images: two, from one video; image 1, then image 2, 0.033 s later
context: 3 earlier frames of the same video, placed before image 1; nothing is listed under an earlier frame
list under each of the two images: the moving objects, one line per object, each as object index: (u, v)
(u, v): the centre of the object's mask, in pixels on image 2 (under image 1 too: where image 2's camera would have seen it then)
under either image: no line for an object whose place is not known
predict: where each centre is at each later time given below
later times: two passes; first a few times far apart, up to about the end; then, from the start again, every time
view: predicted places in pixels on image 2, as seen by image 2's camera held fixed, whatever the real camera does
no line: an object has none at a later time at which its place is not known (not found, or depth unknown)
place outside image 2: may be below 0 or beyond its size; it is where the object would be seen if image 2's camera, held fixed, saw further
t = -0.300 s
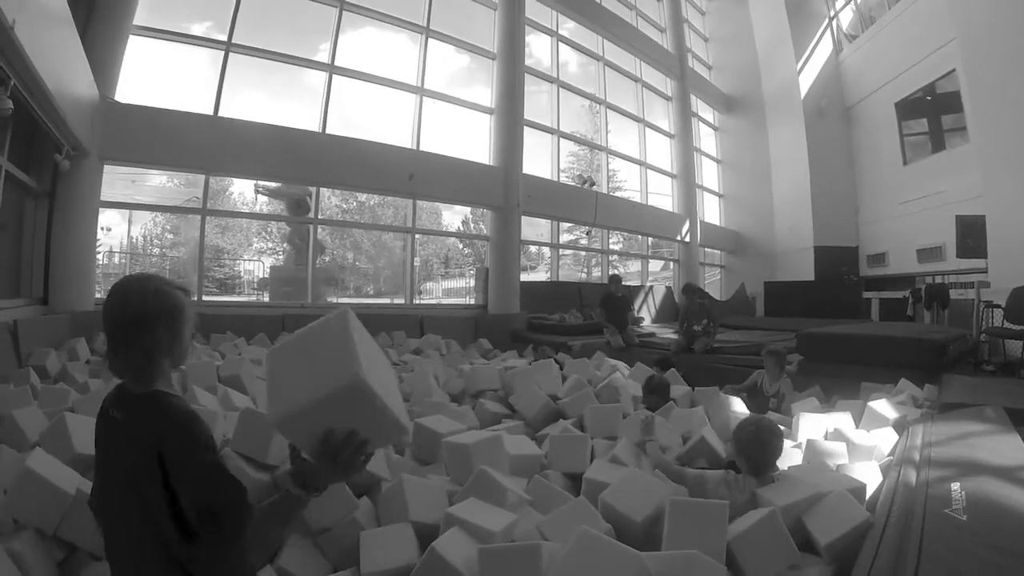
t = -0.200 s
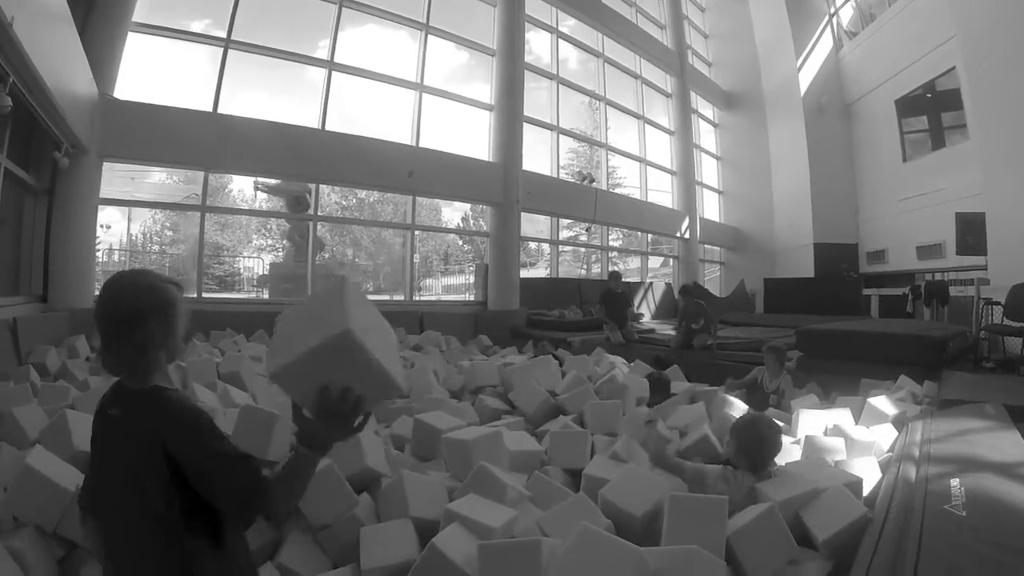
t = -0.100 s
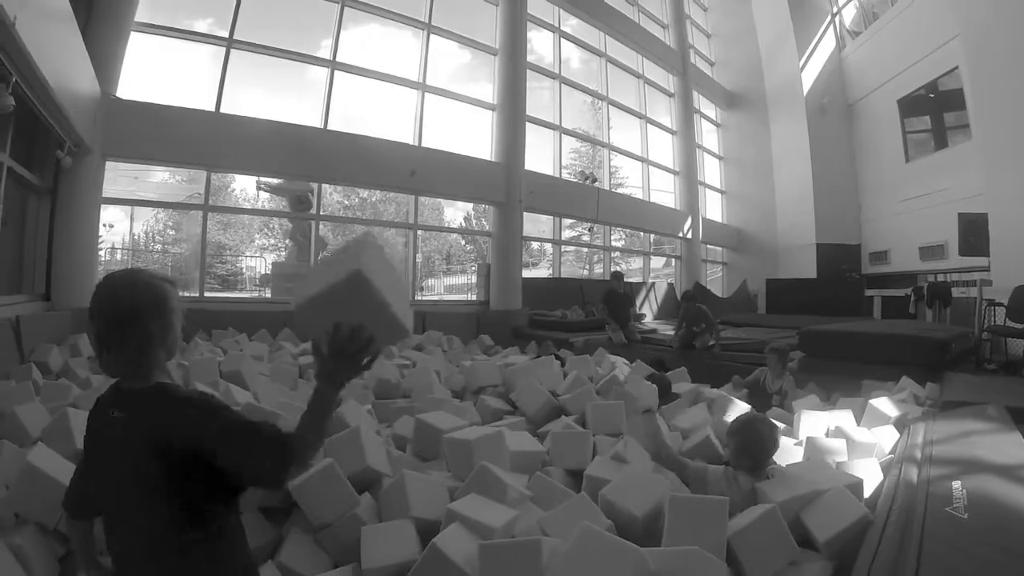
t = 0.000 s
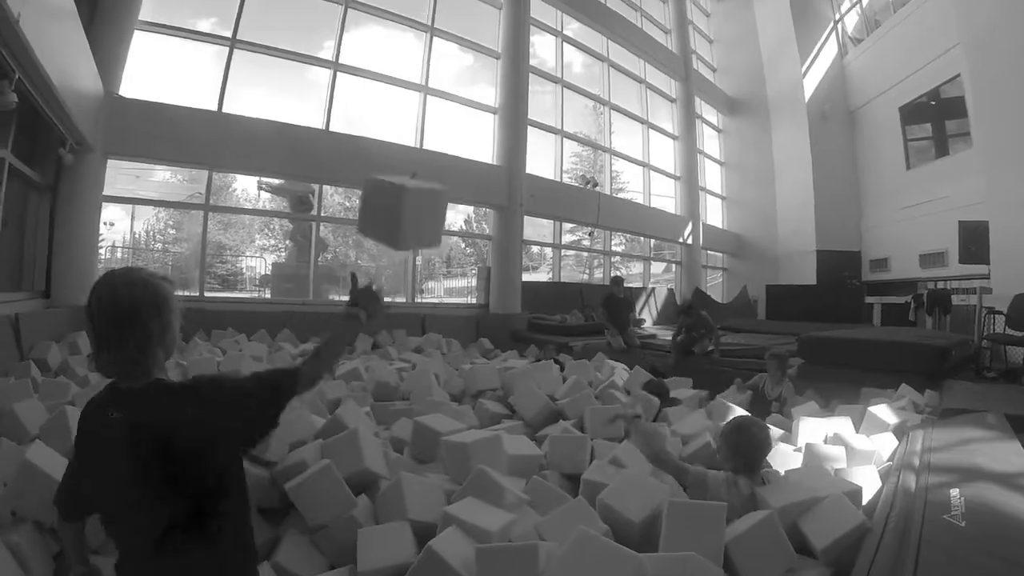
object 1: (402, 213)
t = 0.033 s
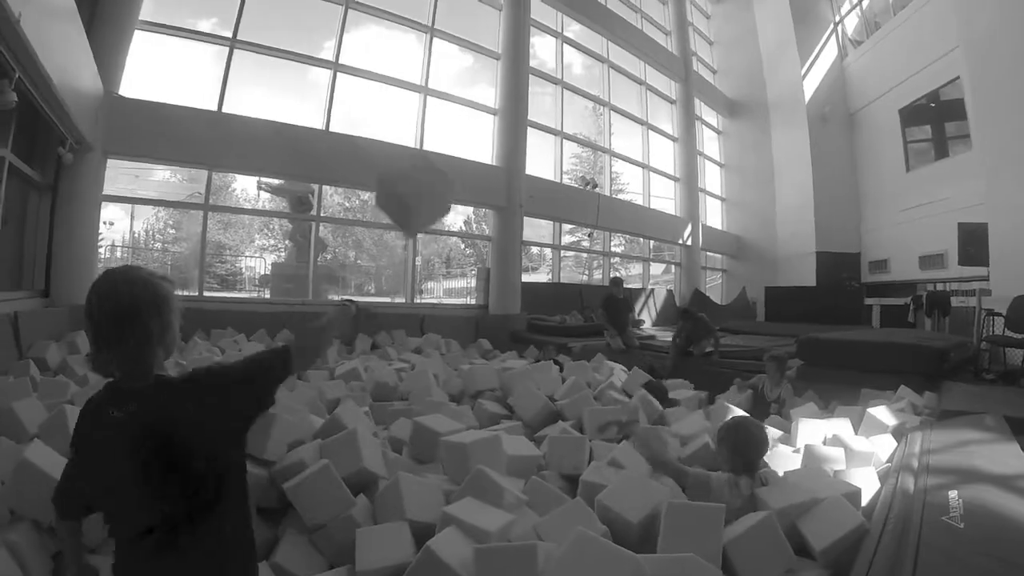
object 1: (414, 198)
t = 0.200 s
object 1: (451, 160)
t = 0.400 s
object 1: (470, 199)
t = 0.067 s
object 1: (425, 180)
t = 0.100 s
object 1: (434, 172)
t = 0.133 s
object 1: (436, 162)
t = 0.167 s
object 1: (444, 162)
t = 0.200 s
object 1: (451, 160)
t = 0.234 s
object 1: (454, 166)
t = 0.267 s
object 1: (457, 167)
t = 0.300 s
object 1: (456, 170)
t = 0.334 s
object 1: (463, 172)
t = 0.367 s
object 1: (467, 183)
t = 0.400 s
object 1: (470, 199)
